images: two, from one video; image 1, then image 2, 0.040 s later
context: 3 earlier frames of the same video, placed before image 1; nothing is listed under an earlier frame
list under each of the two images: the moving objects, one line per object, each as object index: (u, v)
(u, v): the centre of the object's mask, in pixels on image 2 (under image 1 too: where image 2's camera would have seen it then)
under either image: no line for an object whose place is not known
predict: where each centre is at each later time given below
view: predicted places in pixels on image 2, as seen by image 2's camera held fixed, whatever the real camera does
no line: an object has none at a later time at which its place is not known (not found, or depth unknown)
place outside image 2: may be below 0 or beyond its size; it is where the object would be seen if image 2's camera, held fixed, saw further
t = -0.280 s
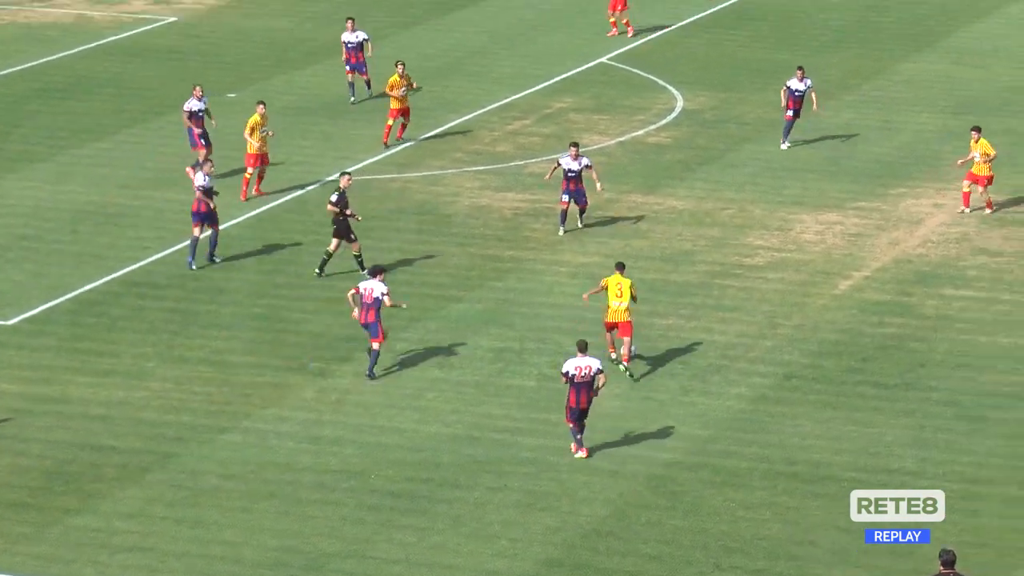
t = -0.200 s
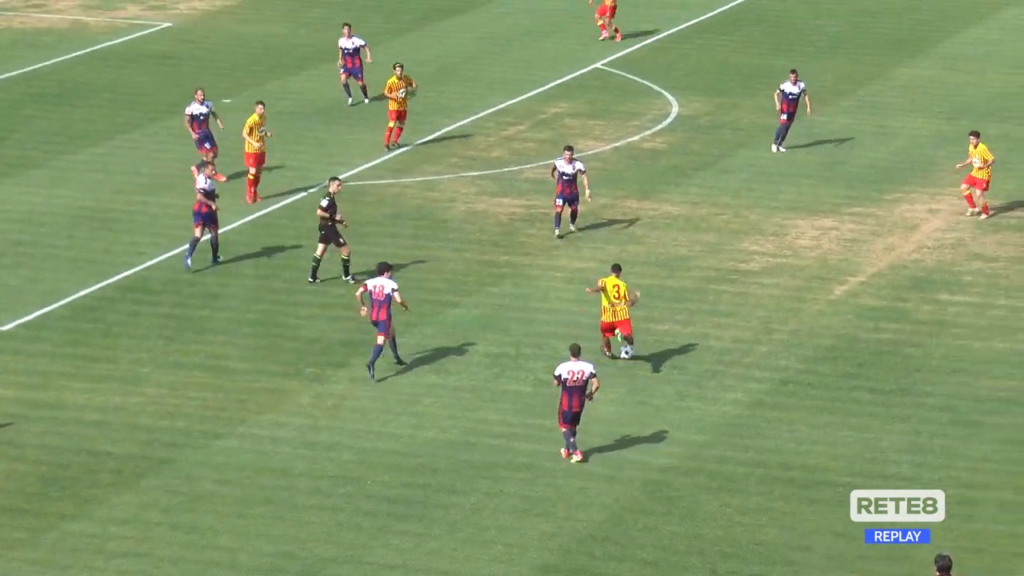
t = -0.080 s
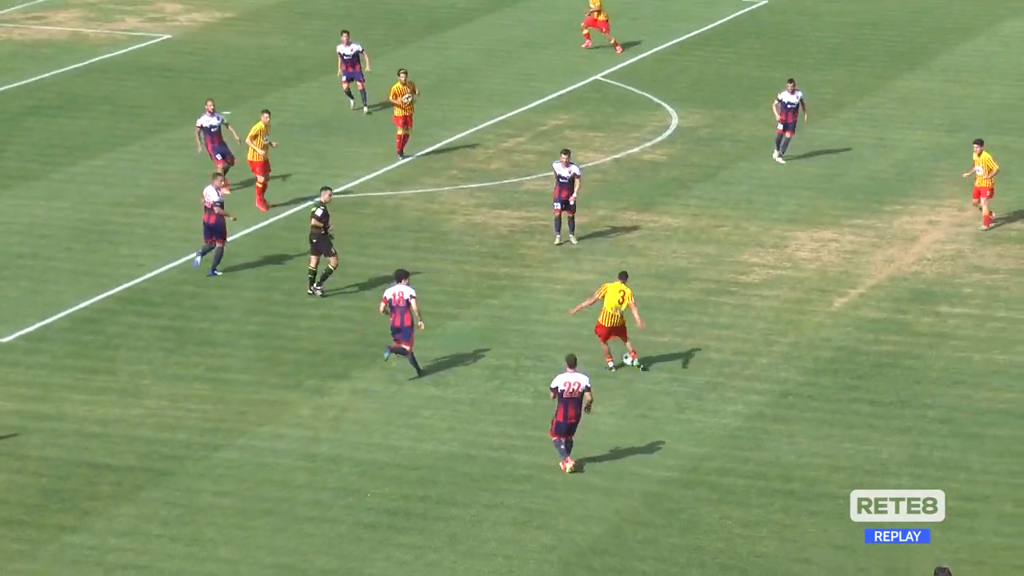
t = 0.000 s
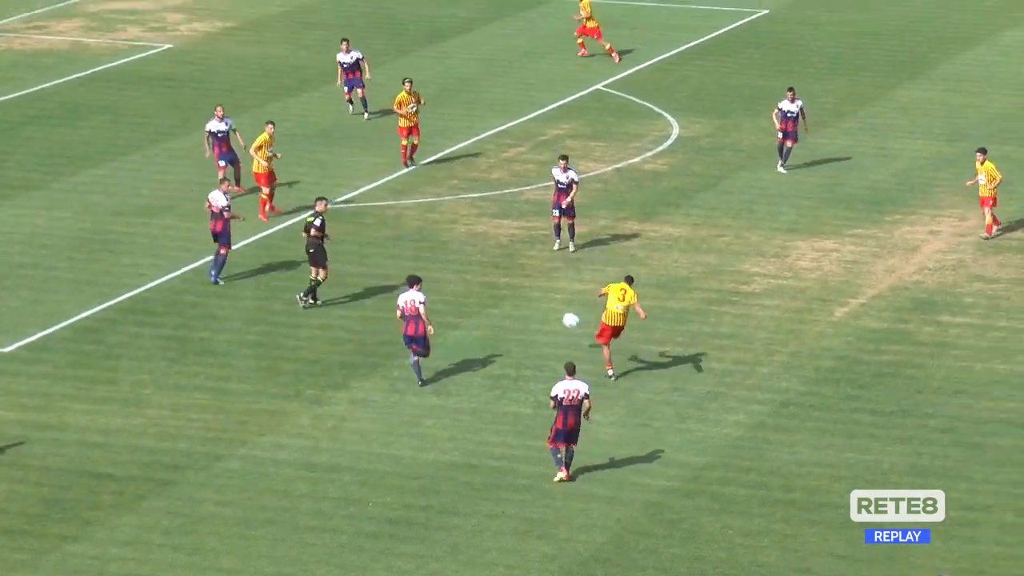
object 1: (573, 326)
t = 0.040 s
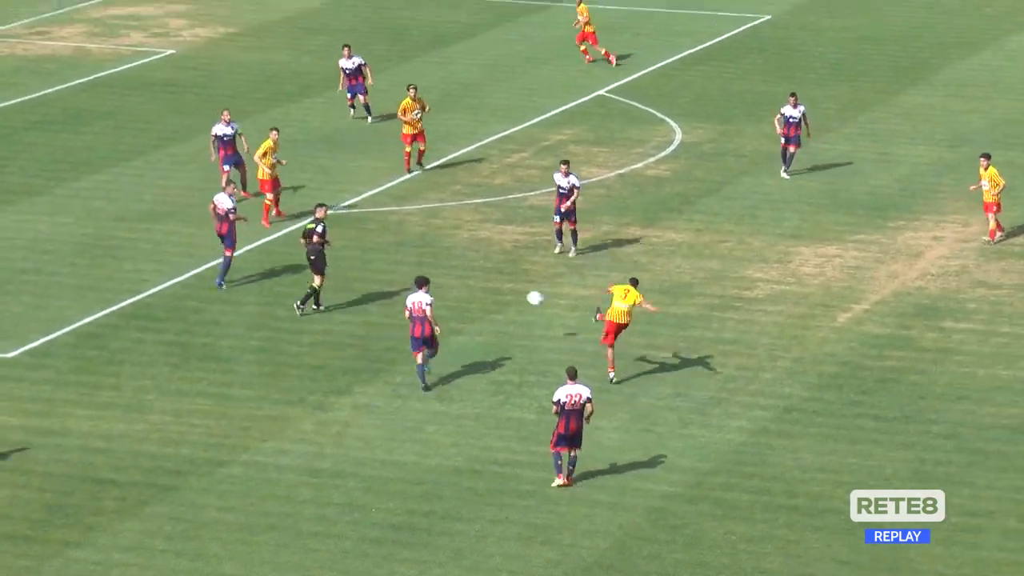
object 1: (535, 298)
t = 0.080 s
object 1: (496, 272)
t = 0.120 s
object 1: (460, 249)
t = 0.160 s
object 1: (423, 228)
